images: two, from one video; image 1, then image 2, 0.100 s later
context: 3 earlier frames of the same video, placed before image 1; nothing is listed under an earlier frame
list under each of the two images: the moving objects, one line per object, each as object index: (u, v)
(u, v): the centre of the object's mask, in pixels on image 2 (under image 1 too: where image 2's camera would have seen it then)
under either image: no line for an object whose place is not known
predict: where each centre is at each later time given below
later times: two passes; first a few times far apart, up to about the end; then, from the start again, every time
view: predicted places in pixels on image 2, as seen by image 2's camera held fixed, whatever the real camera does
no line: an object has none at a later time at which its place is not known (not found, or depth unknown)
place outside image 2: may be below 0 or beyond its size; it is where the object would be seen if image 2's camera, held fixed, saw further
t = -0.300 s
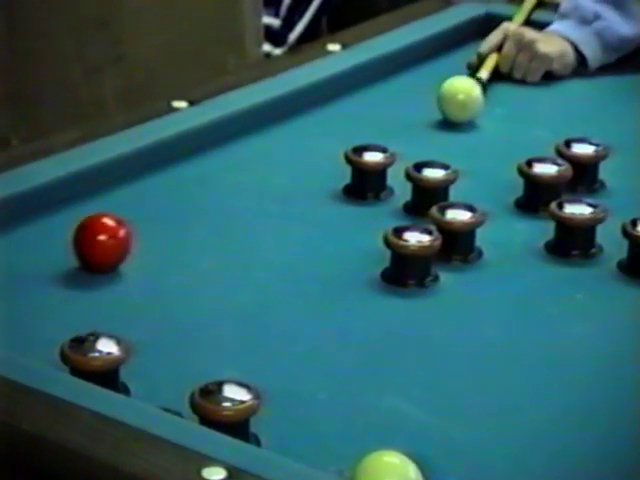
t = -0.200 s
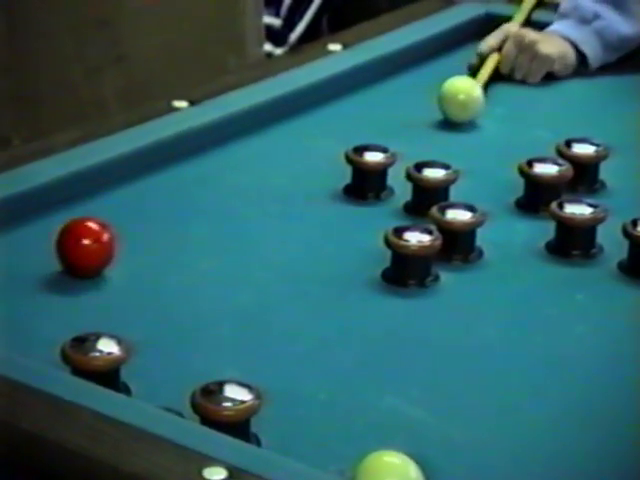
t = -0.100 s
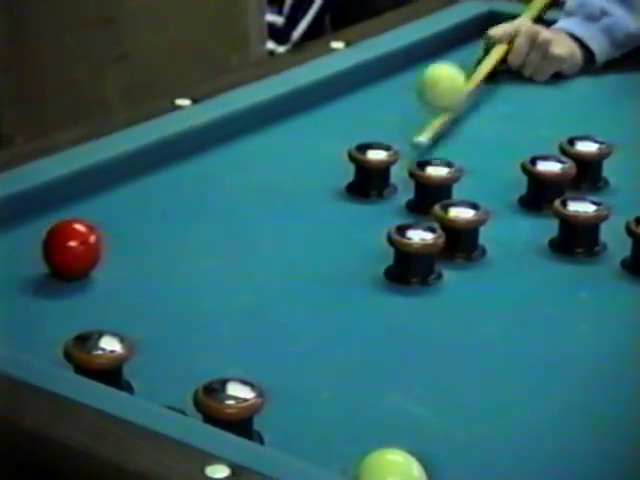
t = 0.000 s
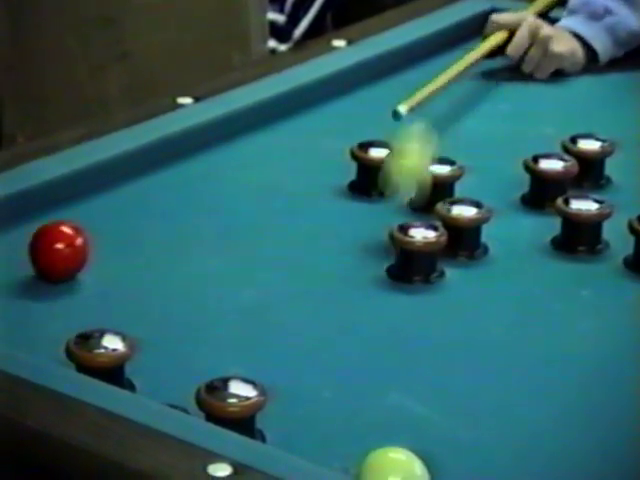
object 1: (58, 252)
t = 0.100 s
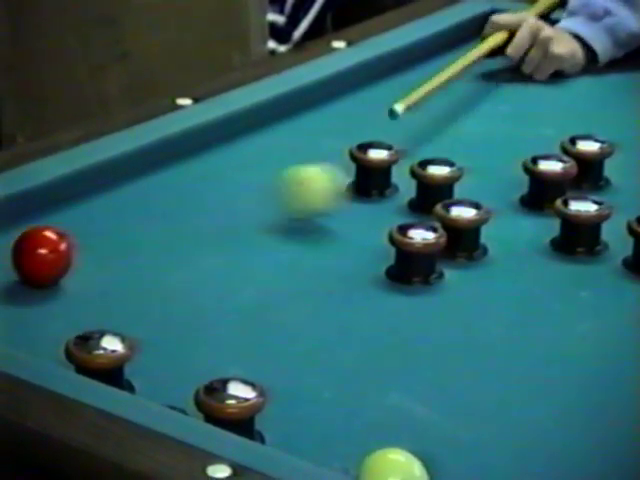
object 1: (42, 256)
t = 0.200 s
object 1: (28, 260)
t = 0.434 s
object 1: (10, 268)
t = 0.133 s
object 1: (37, 257)
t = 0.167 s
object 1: (32, 259)
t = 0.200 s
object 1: (28, 260)
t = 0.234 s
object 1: (25, 262)
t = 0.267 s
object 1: (22, 263)
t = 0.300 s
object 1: (19, 264)
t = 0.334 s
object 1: (16, 264)
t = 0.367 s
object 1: (14, 266)
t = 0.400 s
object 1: (12, 267)
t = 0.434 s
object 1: (10, 268)
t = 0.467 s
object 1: (8, 269)
